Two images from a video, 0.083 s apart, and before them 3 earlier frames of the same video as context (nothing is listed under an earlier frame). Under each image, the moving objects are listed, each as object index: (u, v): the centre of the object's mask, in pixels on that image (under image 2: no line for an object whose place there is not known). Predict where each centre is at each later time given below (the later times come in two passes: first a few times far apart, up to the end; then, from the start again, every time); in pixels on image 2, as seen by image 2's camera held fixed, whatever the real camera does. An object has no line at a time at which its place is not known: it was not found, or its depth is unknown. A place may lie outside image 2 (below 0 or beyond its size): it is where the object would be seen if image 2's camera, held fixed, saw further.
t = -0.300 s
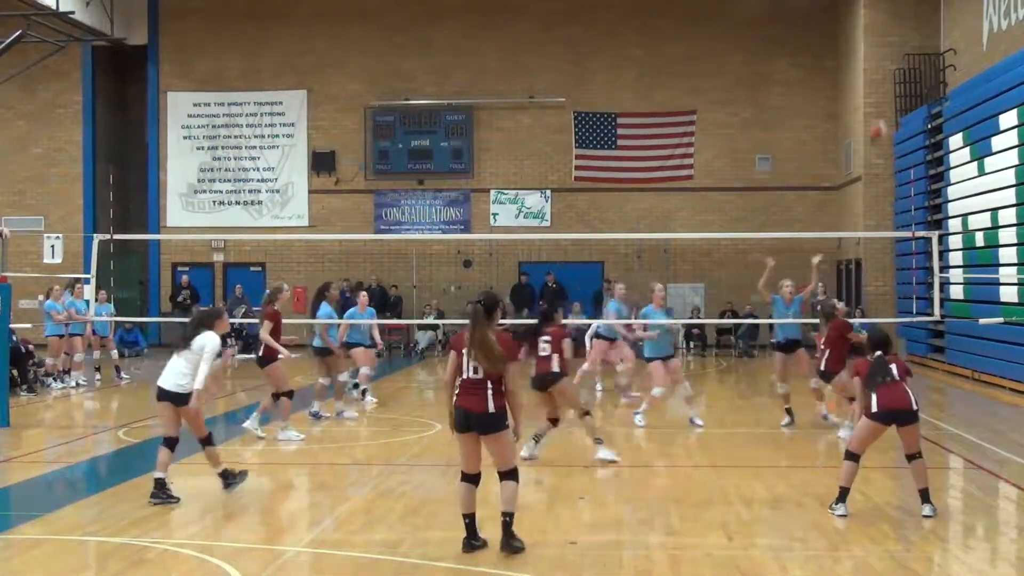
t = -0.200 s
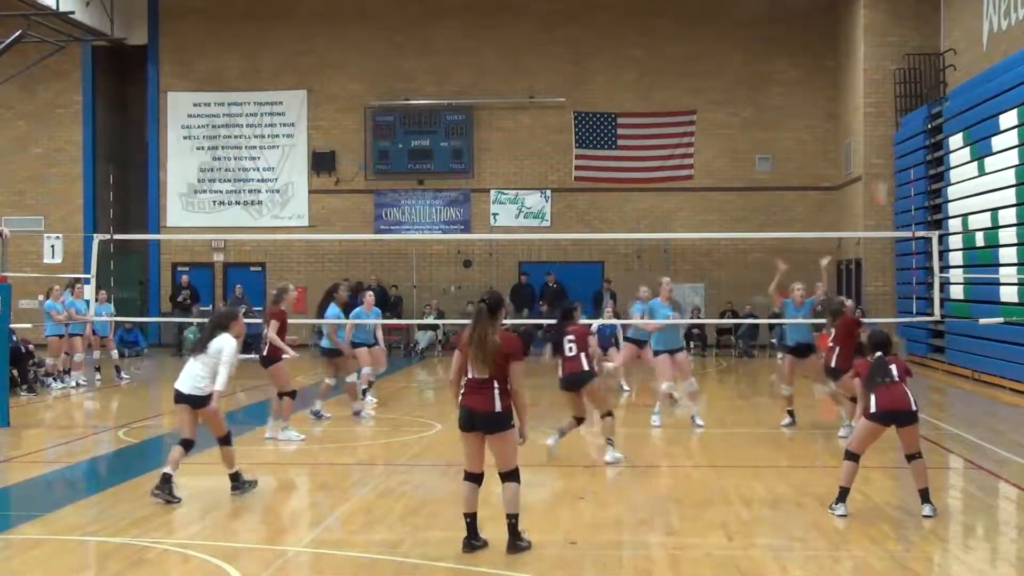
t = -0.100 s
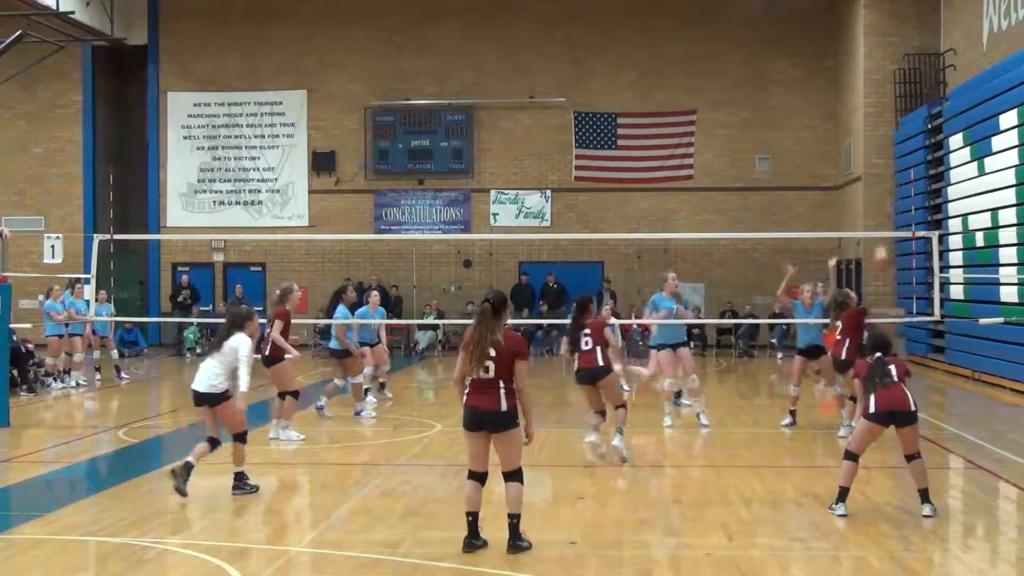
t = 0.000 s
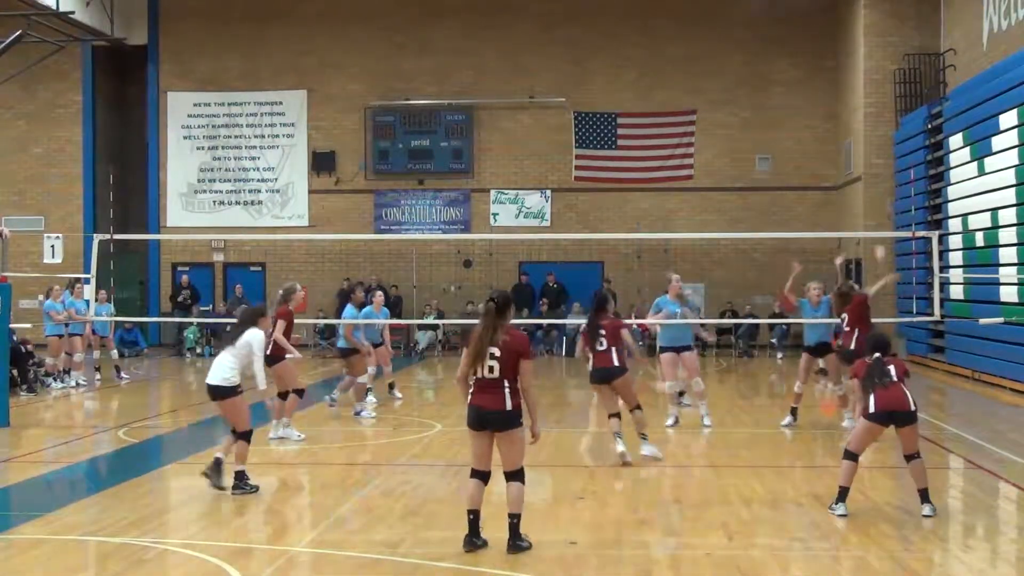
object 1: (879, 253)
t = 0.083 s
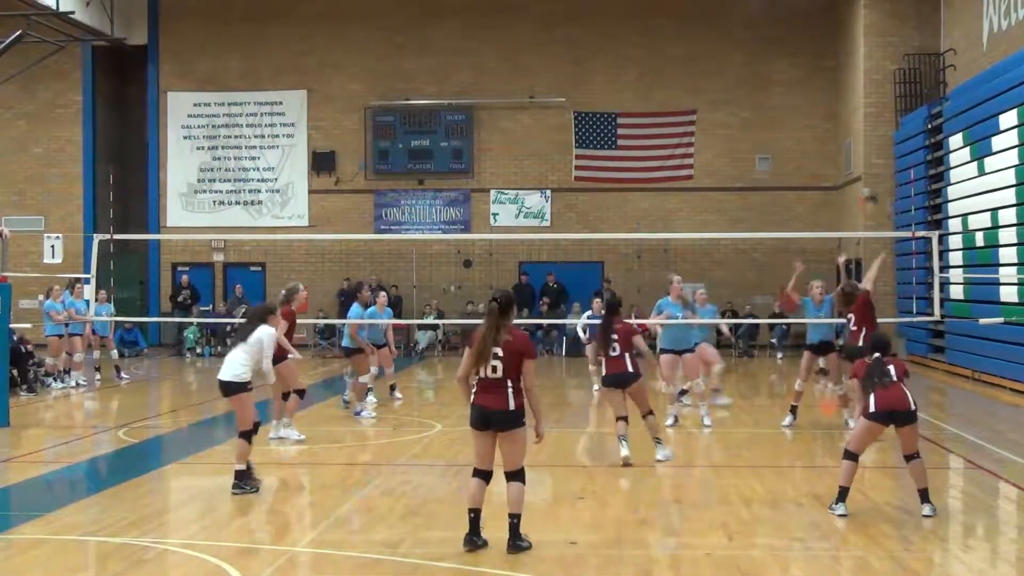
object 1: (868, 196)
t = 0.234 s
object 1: (849, 121)
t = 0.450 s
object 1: (822, 46)
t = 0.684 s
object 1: (794, 12)
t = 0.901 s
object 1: (768, 23)
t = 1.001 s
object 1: (757, 45)
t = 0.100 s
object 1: (865, 187)
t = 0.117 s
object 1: (863, 179)
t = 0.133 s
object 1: (861, 169)
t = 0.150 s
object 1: (860, 161)
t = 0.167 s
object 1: (859, 153)
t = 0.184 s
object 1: (855, 144)
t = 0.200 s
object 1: (853, 137)
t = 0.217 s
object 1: (851, 129)
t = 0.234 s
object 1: (849, 121)
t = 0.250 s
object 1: (846, 113)
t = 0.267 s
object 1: (844, 107)
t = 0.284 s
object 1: (842, 100)
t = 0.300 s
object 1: (841, 94)
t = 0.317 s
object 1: (838, 88)
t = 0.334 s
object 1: (836, 82)
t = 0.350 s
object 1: (833, 76)
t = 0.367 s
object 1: (831, 71)
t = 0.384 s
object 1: (829, 66)
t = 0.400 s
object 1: (827, 60)
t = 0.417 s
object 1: (826, 56)
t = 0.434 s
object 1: (824, 51)
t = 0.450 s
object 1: (822, 46)
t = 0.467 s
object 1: (820, 43)
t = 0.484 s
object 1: (818, 39)
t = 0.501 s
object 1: (816, 36)
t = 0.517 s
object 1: (814, 32)
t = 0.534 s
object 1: (812, 26)
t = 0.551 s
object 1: (810, 24)
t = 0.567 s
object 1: (808, 23)
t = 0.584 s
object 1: (806, 20)
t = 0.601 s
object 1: (804, 18)
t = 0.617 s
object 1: (802, 16)
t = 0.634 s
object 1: (800, 15)
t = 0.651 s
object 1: (798, 14)
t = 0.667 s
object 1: (796, 13)
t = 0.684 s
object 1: (794, 12)
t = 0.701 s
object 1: (792, 11)
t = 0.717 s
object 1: (789, 11)
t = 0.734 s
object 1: (787, 11)
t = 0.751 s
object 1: (785, 11)
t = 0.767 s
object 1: (783, 12)
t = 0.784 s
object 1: (782, 13)
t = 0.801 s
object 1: (780, 13)
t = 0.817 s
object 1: (778, 15)
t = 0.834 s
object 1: (776, 16)
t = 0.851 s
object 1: (774, 17)
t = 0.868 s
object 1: (773, 19)
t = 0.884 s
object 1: (770, 21)
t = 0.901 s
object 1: (768, 23)
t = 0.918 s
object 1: (766, 26)
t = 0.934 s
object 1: (765, 30)
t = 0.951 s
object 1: (763, 34)
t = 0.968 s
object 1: (761, 37)
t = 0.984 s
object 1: (759, 41)
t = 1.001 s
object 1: (757, 45)
